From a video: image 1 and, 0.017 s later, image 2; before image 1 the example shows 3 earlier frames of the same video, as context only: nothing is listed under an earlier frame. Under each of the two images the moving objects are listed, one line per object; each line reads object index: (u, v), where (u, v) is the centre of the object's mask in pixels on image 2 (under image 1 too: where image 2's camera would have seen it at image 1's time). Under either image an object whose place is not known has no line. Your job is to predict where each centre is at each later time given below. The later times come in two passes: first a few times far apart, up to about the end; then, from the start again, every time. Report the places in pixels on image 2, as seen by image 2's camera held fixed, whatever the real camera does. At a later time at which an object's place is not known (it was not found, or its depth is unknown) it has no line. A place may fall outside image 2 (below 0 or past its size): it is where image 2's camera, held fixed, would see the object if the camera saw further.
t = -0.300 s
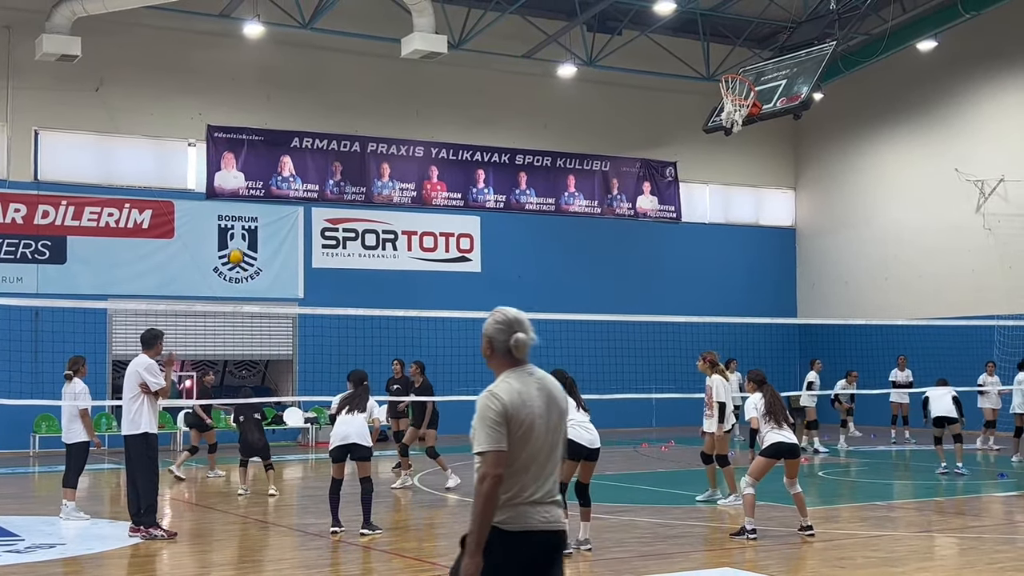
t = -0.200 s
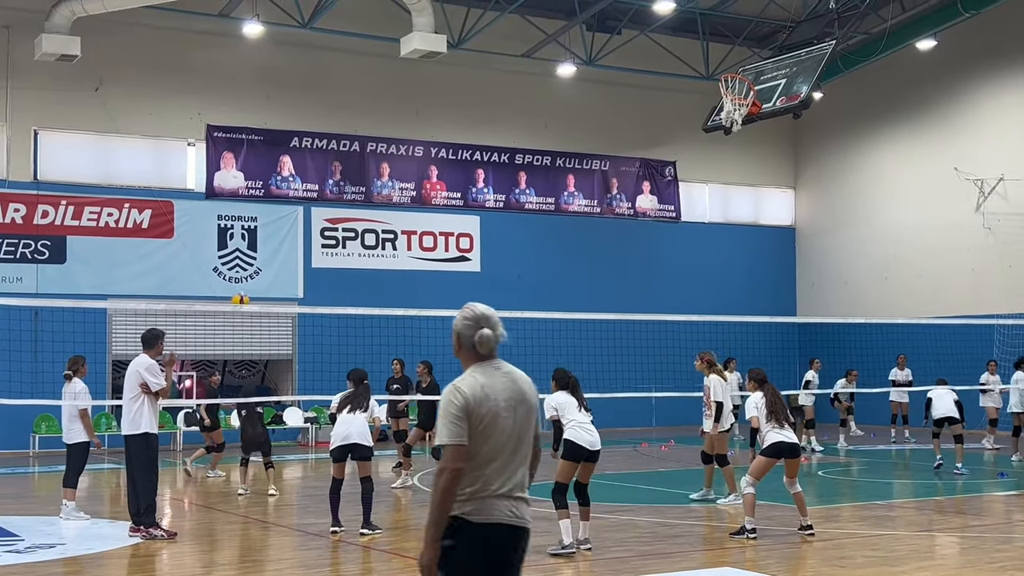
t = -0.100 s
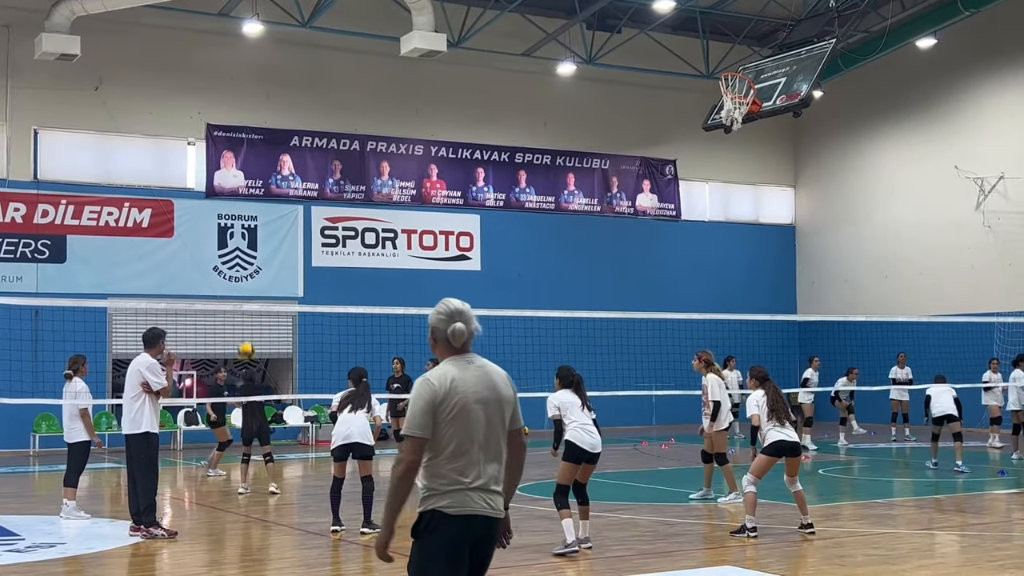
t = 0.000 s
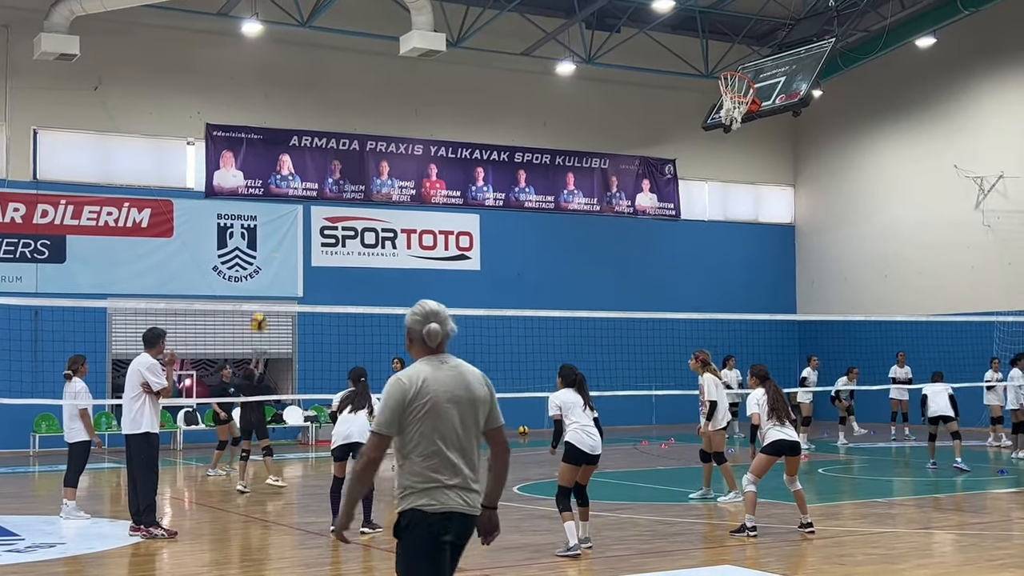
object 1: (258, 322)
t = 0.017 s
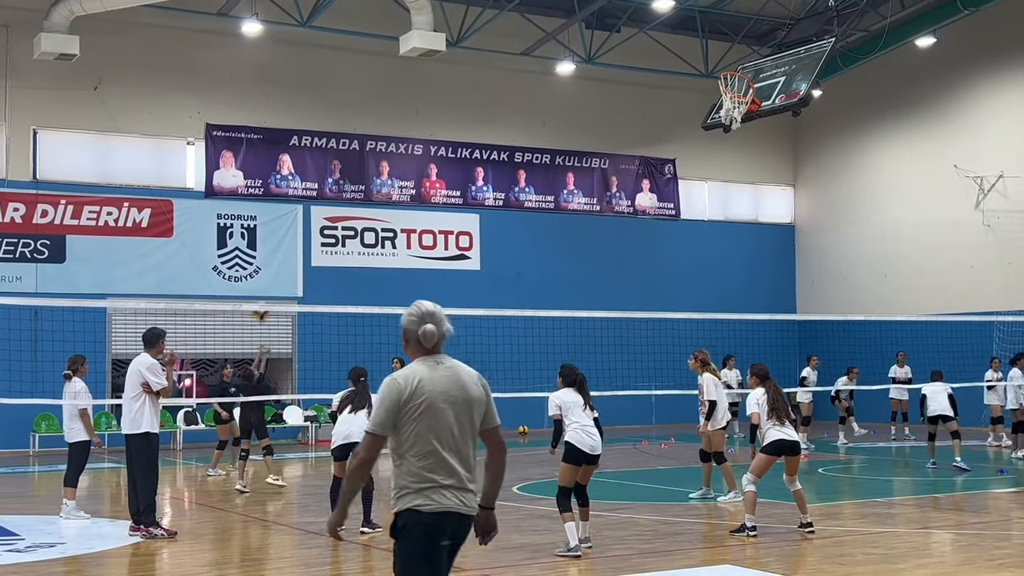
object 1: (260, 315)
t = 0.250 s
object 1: (298, 189)
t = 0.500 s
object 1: (338, 96)
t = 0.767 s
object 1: (386, 54)
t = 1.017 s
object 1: (440, 81)
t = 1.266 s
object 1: (500, 192)
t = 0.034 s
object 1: (263, 299)
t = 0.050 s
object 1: (265, 293)
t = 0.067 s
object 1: (268, 283)
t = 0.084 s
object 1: (271, 272)
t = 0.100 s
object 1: (273, 264)
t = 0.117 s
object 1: (276, 255)
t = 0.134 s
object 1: (278, 246)
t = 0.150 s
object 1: (281, 237)
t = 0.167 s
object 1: (283, 229)
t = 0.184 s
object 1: (286, 220)
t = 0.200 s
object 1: (289, 212)
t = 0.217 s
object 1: (292, 204)
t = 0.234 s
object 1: (294, 197)
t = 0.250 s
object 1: (298, 189)
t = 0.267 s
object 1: (300, 180)
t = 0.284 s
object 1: (302, 173)
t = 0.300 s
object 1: (305, 166)
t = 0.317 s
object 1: (308, 159)
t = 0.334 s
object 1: (310, 153)
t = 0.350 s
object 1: (312, 146)
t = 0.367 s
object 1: (315, 140)
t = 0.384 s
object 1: (318, 133)
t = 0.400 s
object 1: (321, 127)
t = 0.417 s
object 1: (324, 121)
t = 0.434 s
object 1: (327, 116)
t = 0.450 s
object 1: (329, 111)
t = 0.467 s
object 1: (332, 105)
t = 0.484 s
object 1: (335, 100)
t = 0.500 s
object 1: (338, 96)
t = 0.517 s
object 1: (341, 92)
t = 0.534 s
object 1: (343, 87)
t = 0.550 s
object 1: (346, 84)
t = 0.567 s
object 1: (350, 79)
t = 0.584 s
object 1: (353, 76)
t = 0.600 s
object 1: (356, 73)
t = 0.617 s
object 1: (358, 70)
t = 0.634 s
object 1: (361, 68)
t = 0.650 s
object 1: (365, 64)
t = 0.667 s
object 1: (368, 63)
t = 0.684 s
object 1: (370, 61)
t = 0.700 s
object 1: (374, 59)
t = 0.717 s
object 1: (376, 57)
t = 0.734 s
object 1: (380, 55)
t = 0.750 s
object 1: (383, 54)
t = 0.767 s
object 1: (386, 54)
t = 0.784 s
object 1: (390, 54)
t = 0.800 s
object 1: (393, 54)
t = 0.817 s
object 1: (396, 54)
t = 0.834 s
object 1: (400, 54)
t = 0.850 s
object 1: (403, 55)
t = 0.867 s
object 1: (407, 57)
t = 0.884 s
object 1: (410, 59)
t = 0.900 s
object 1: (414, 60)
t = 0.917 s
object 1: (418, 61)
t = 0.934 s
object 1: (421, 64)
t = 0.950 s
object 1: (425, 67)
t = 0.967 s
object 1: (428, 70)
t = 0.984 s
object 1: (432, 73)
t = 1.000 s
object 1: (436, 77)
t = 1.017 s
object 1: (440, 81)
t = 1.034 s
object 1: (443, 86)
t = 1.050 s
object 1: (447, 91)
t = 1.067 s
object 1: (451, 97)
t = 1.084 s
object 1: (455, 102)
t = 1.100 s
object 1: (459, 108)
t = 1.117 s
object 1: (463, 115)
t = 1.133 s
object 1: (467, 121)
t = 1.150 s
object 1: (472, 129)
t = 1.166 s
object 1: (476, 136)
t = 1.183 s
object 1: (479, 144)
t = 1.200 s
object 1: (483, 153)
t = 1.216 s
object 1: (488, 162)
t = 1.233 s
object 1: (492, 172)
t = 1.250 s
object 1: (496, 180)
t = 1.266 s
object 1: (500, 192)
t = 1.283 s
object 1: (505, 203)
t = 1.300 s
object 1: (509, 215)
